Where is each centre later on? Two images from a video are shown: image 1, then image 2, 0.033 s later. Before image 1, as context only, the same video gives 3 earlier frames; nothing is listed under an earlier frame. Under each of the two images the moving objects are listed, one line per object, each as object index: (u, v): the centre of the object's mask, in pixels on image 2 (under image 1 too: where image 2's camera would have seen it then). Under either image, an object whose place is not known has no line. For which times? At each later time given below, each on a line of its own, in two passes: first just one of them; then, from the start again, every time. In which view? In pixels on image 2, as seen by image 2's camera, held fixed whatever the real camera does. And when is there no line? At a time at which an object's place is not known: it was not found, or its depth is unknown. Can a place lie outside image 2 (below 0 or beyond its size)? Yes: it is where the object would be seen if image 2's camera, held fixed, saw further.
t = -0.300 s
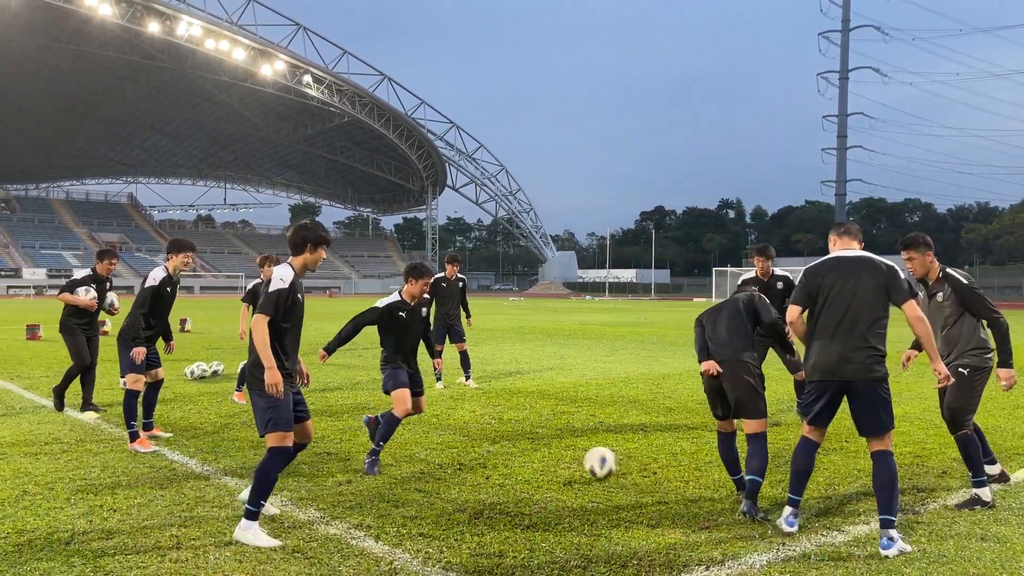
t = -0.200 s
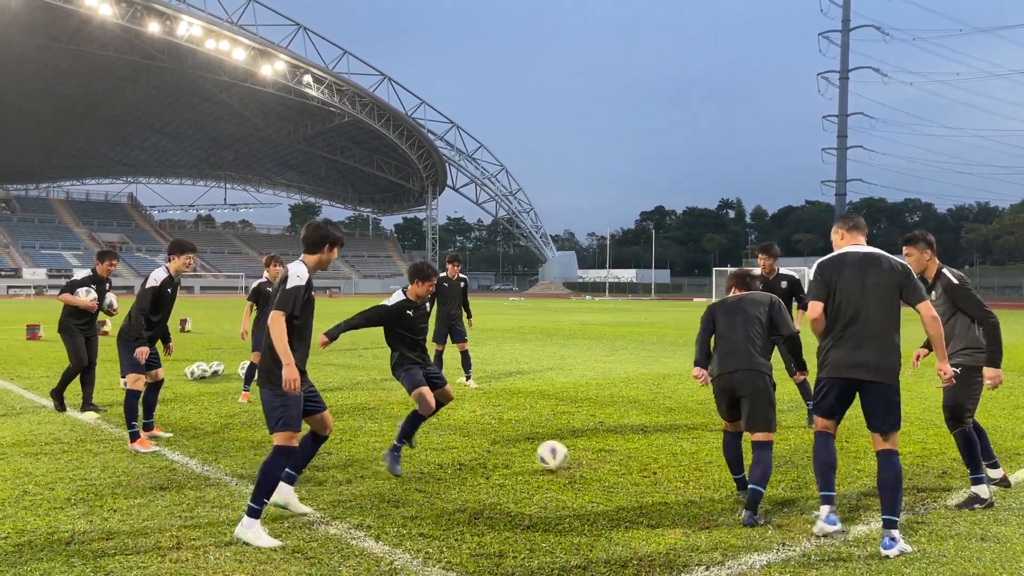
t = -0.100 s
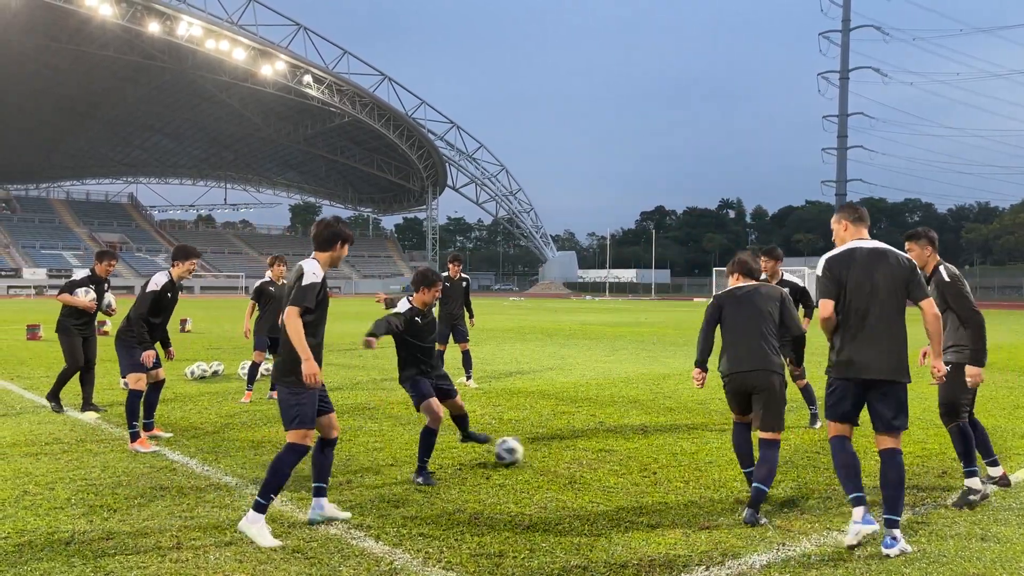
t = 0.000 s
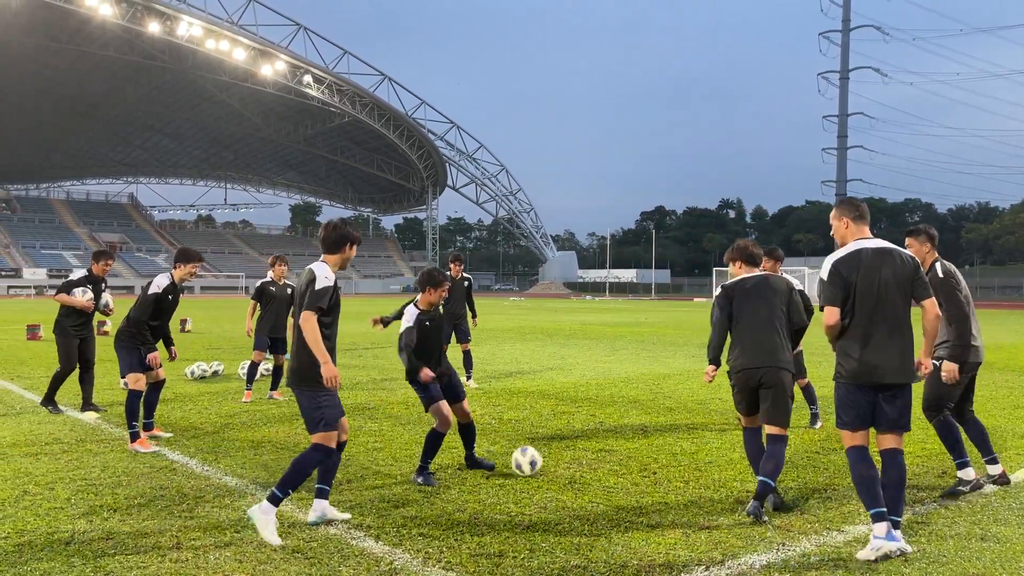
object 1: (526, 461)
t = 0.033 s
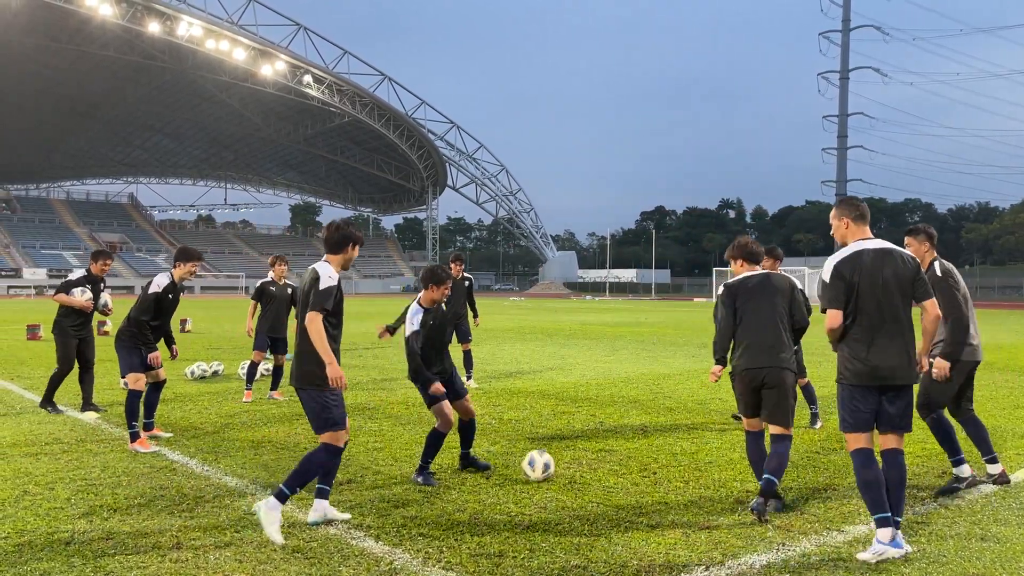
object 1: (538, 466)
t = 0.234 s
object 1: (607, 497)
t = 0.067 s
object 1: (550, 470)
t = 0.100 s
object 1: (561, 476)
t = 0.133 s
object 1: (572, 482)
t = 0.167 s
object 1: (583, 487)
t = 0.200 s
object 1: (595, 492)
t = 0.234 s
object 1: (607, 497)
